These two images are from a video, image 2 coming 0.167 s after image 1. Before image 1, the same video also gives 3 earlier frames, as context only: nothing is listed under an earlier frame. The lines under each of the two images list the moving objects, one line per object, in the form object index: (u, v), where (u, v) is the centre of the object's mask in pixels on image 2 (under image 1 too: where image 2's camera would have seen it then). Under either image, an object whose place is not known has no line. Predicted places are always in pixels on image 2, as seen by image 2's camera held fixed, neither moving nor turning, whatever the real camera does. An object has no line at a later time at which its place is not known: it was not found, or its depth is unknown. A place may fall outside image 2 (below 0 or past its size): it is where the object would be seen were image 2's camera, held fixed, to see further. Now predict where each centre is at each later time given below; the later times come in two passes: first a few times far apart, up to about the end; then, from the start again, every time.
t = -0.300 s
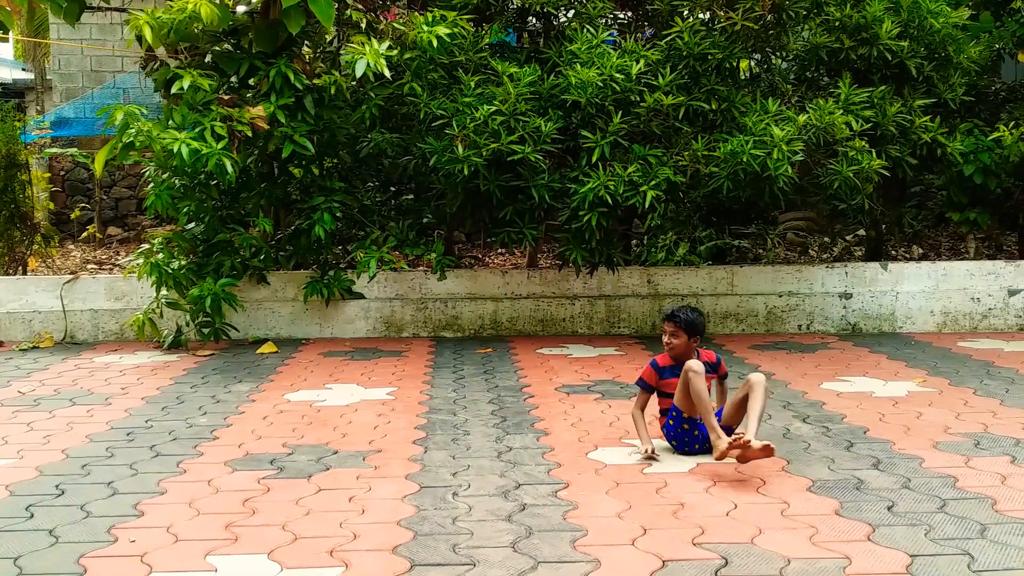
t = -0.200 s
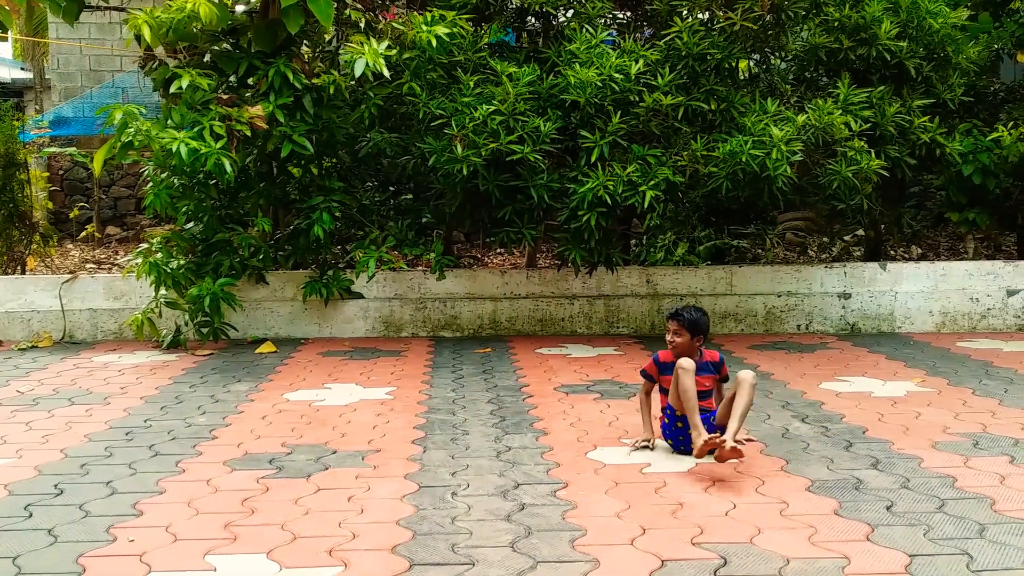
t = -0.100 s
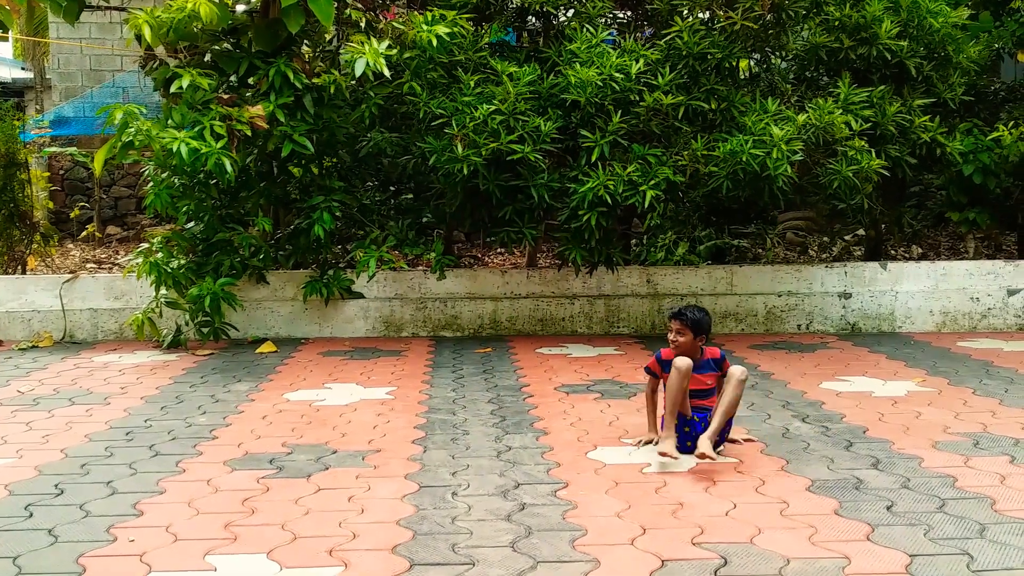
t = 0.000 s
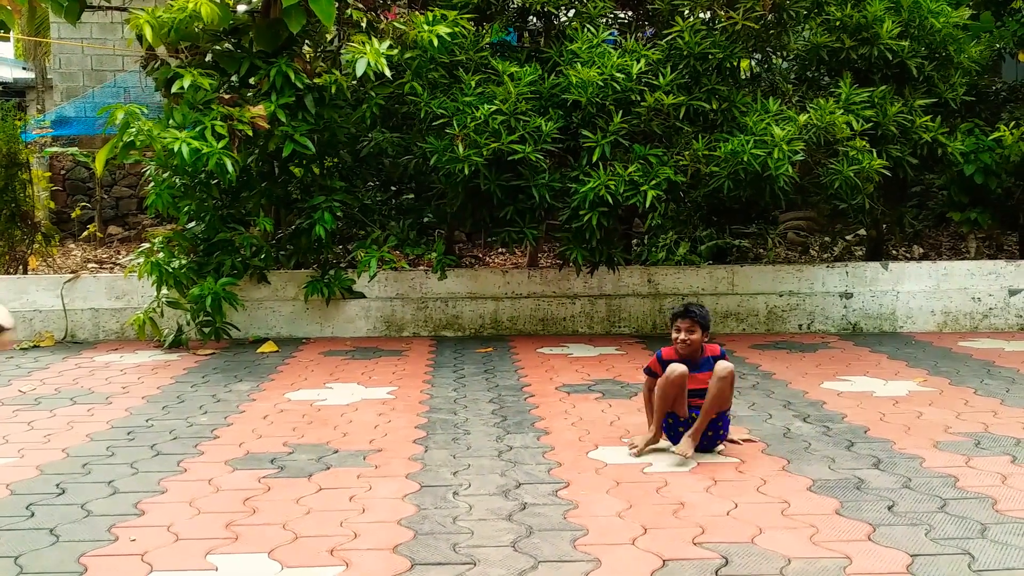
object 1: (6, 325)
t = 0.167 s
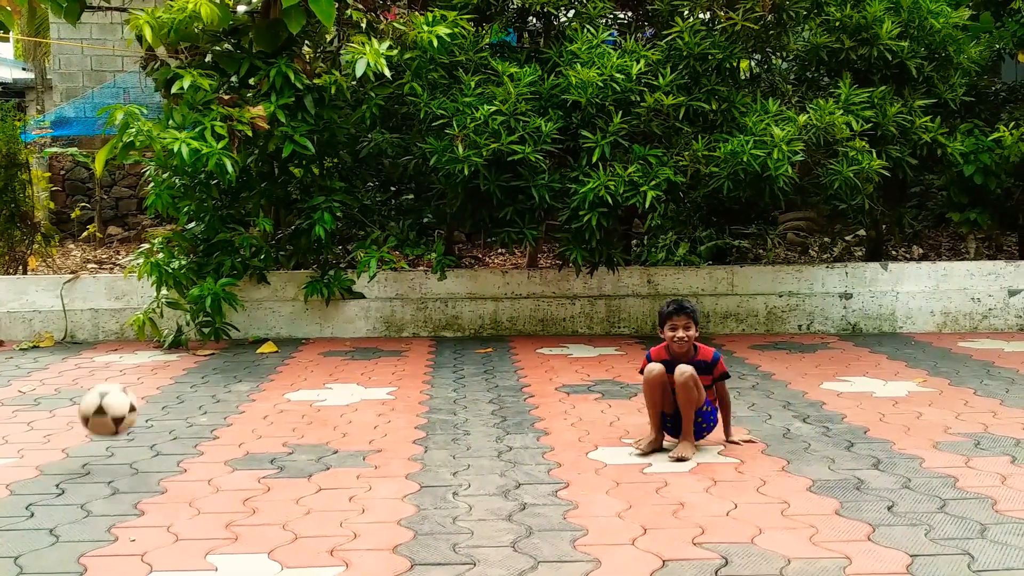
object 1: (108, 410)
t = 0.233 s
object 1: (113, 363)
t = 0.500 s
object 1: (135, 275)
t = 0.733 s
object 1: (161, 337)
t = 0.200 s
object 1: (110, 386)
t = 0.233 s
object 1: (113, 363)
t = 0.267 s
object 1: (115, 343)
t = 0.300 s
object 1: (118, 326)
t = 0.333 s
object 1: (121, 311)
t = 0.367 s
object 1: (123, 298)
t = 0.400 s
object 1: (126, 289)
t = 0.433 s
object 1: (129, 282)
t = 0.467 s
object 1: (132, 277)
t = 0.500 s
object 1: (135, 275)
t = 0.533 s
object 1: (139, 276)
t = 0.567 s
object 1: (142, 279)
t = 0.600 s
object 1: (146, 285)
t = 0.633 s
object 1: (150, 294)
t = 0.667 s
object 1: (154, 306)
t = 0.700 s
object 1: (159, 320)
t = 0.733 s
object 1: (161, 337)
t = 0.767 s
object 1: (166, 358)
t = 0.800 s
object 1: (171, 381)
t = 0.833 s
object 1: (175, 407)
